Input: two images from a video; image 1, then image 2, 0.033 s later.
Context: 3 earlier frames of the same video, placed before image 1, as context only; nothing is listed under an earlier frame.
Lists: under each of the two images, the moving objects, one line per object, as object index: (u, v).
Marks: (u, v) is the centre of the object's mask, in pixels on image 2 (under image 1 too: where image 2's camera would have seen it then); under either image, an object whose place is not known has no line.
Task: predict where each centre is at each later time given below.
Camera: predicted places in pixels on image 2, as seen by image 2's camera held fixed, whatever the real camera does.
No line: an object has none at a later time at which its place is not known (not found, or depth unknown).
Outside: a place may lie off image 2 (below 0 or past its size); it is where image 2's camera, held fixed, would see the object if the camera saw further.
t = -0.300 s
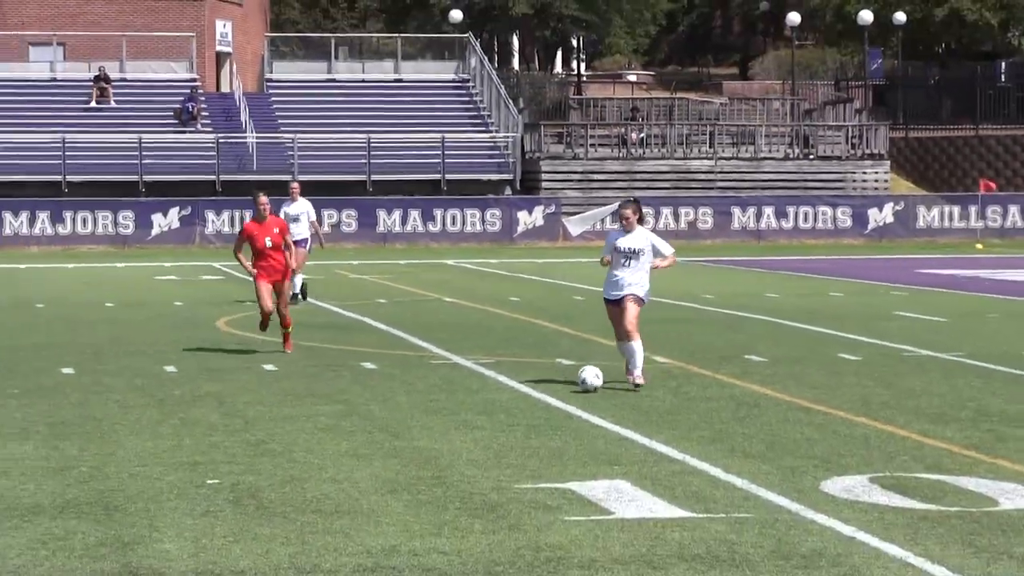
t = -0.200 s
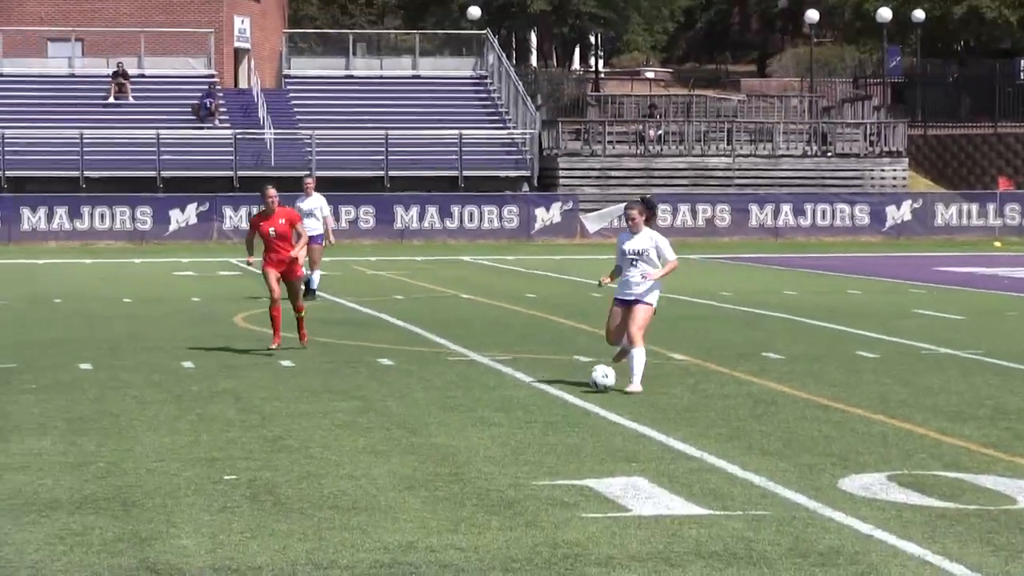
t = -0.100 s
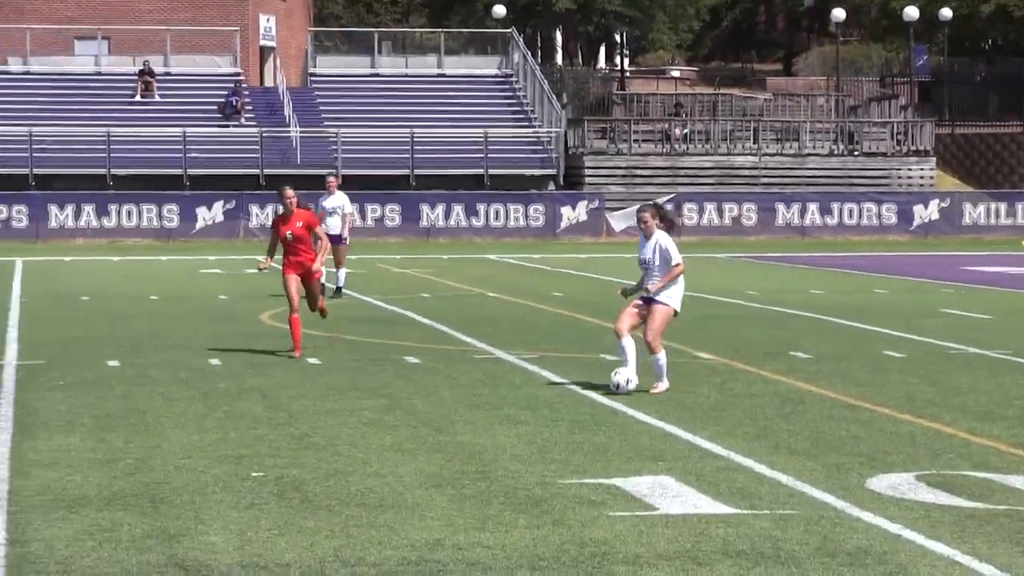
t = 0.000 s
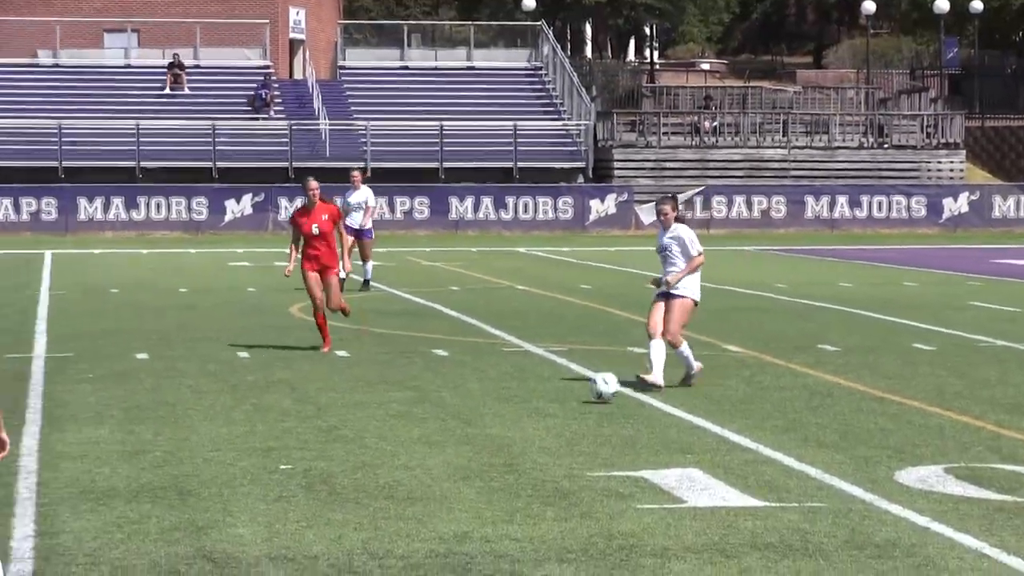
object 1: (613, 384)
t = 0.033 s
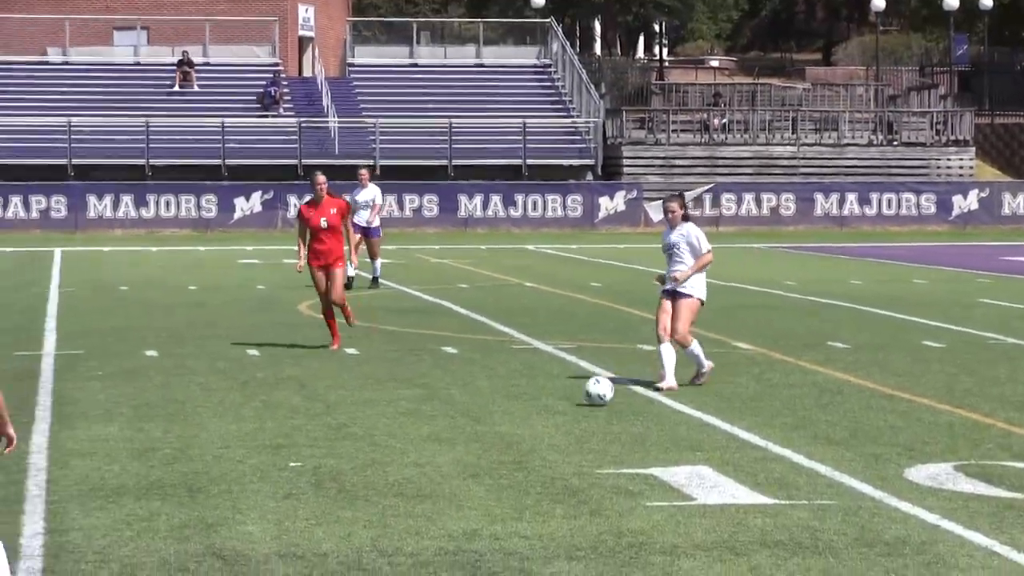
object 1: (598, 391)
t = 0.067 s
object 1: (584, 396)
